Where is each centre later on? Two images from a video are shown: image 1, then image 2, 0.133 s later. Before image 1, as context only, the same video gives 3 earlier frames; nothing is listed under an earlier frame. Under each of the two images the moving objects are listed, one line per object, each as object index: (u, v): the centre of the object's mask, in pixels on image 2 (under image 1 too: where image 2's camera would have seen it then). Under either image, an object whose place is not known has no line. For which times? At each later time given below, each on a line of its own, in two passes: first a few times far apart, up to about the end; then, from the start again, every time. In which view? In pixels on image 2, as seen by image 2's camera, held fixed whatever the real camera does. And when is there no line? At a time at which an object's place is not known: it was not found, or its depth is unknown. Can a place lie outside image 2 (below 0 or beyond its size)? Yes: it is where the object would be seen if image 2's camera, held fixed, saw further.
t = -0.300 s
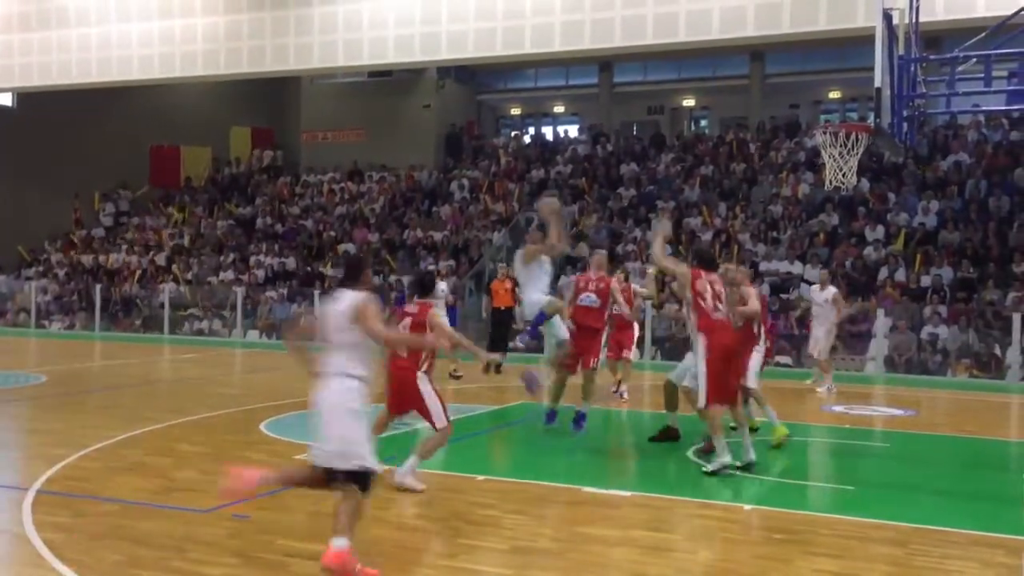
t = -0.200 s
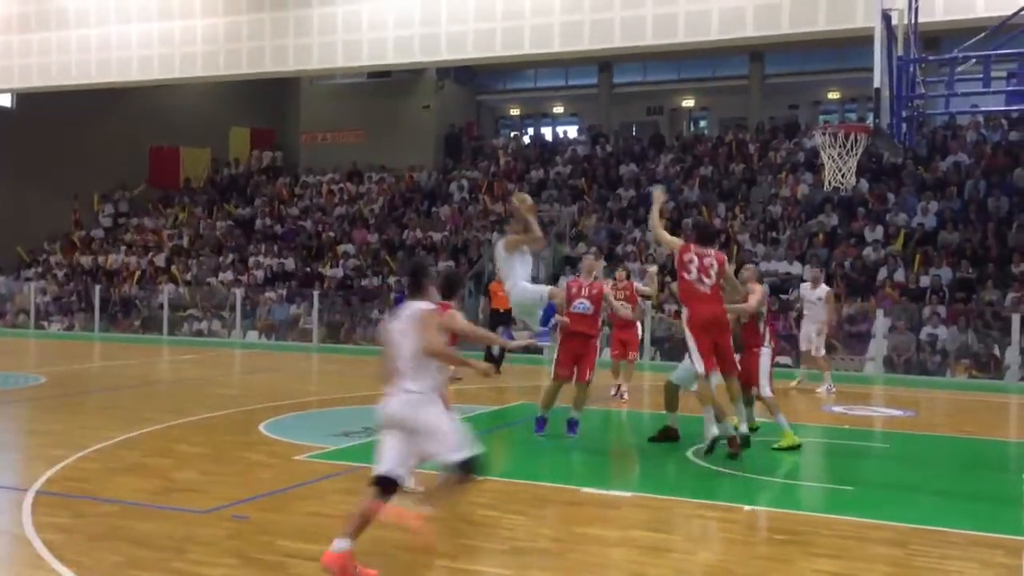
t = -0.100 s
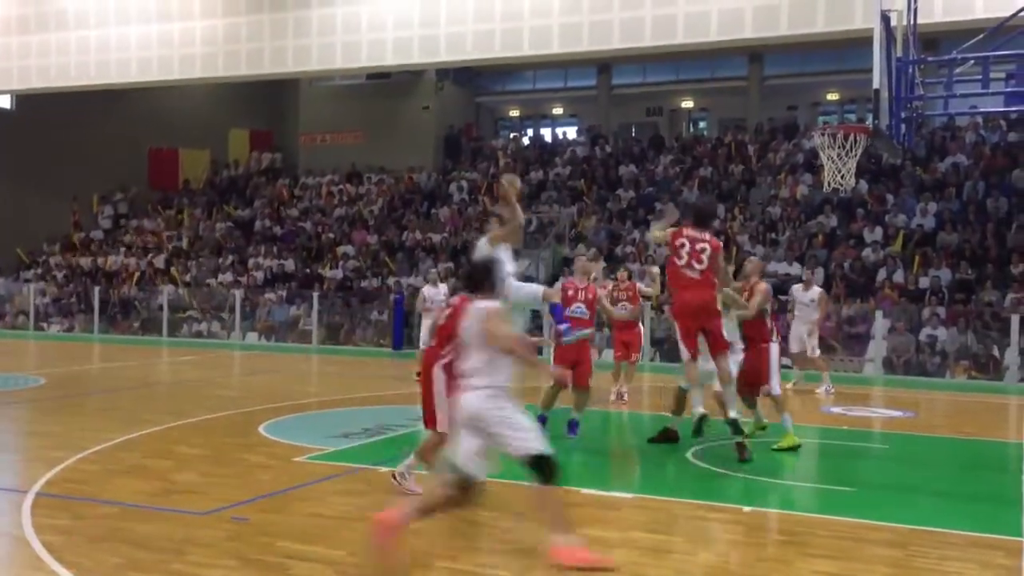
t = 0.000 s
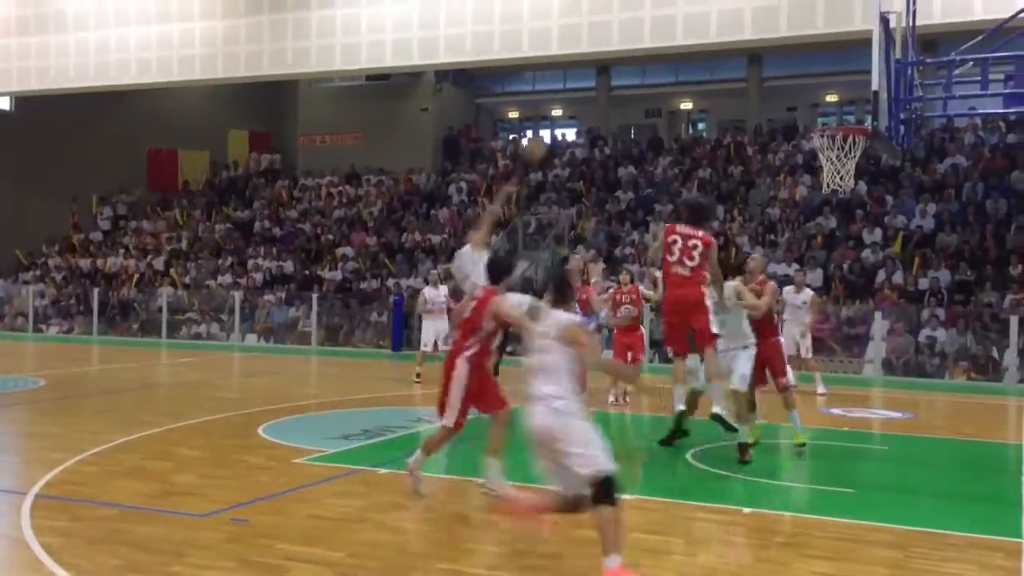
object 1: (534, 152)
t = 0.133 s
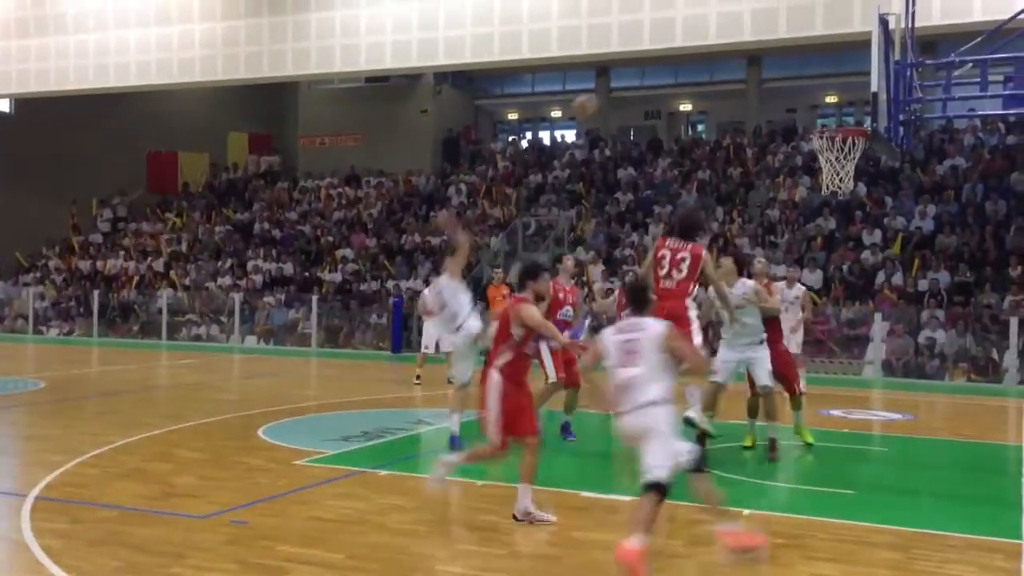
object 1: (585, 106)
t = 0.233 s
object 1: (624, 84)
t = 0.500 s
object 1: (730, 75)
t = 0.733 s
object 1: (815, 115)
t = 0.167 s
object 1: (597, 98)
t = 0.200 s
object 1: (609, 92)
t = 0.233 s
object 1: (624, 84)
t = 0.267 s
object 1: (637, 79)
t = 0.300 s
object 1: (649, 76)
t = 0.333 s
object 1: (662, 74)
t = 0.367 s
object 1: (675, 71)
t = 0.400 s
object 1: (689, 71)
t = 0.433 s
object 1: (702, 71)
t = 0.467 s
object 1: (715, 72)
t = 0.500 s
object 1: (730, 75)
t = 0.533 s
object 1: (741, 80)
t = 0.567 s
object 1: (754, 83)
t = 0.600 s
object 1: (766, 89)
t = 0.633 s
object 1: (782, 99)
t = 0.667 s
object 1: (796, 106)
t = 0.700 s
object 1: (809, 115)
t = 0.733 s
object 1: (815, 115)
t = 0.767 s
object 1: (818, 112)
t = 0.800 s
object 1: (822, 106)
